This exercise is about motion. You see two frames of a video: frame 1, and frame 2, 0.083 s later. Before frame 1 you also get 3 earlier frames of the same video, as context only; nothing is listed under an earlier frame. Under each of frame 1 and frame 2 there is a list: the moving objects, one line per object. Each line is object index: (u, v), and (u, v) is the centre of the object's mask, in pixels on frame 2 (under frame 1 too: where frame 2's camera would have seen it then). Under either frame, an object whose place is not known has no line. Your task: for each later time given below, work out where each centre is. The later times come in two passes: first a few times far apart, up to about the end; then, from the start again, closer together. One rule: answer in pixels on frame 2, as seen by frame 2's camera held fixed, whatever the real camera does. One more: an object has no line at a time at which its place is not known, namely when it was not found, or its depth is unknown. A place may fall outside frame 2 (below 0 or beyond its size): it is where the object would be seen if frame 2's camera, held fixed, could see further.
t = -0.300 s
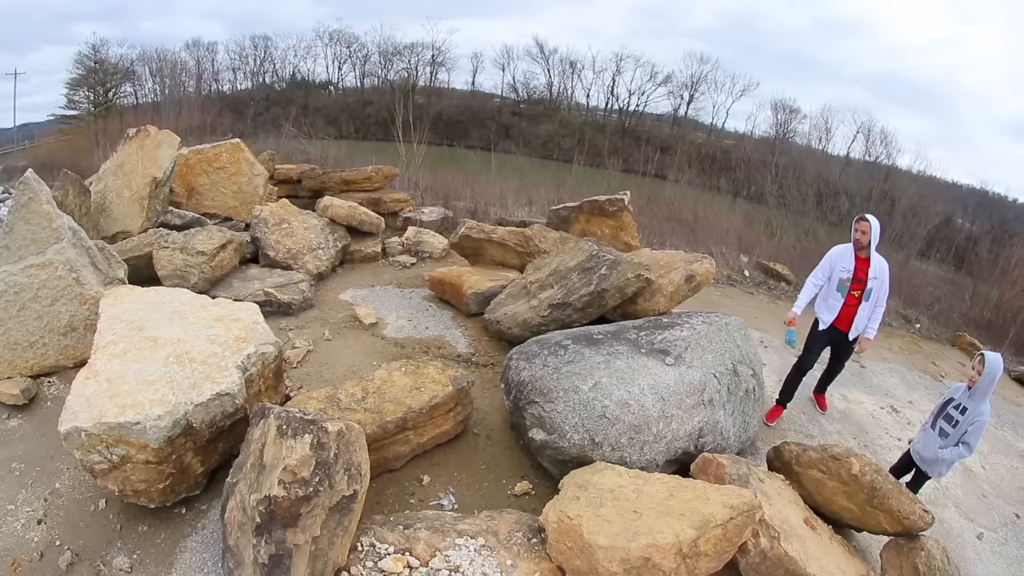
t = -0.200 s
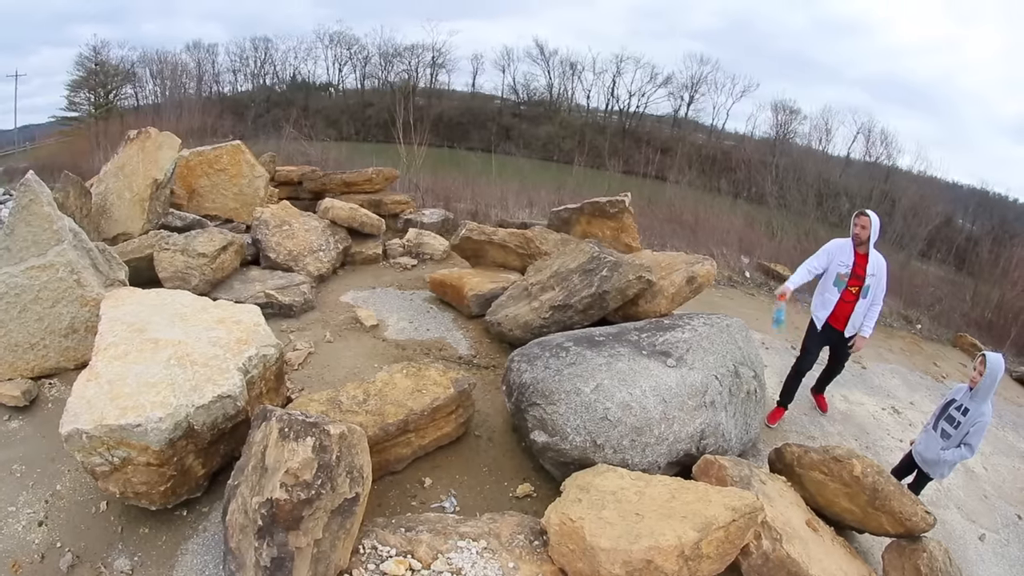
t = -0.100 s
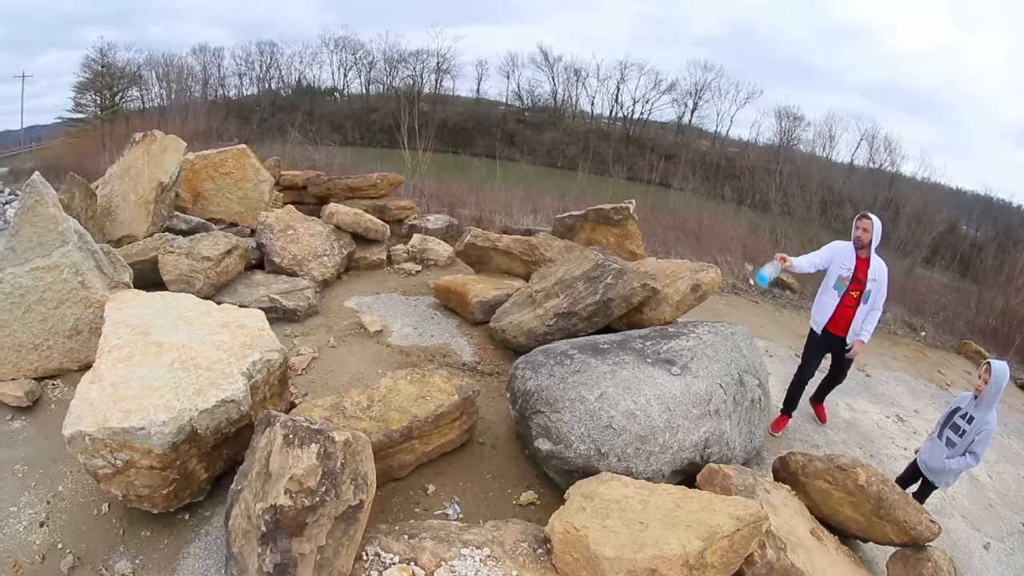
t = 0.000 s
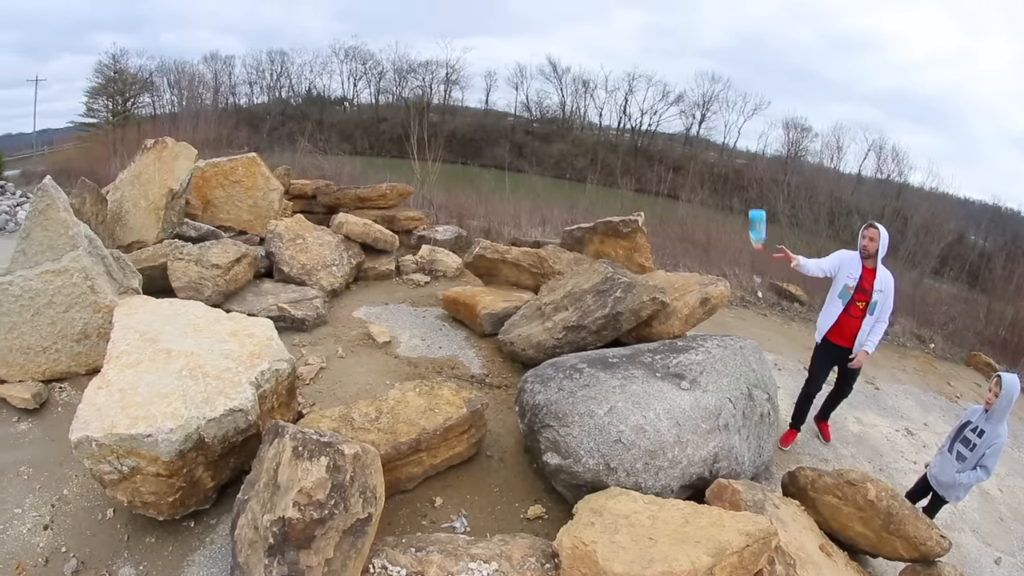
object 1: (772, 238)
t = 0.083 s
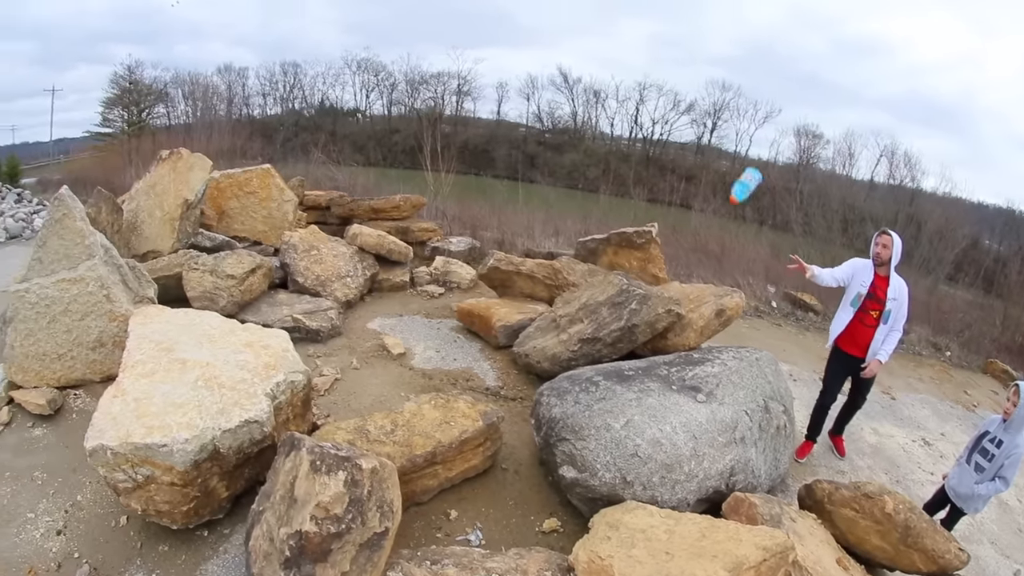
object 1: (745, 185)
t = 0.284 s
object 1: (659, 108)
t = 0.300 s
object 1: (649, 105)
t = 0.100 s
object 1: (740, 176)
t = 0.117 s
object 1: (734, 168)
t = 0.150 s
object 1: (720, 154)
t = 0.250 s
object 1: (675, 115)
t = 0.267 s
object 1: (666, 111)
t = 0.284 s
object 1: (659, 108)
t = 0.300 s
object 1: (649, 105)
